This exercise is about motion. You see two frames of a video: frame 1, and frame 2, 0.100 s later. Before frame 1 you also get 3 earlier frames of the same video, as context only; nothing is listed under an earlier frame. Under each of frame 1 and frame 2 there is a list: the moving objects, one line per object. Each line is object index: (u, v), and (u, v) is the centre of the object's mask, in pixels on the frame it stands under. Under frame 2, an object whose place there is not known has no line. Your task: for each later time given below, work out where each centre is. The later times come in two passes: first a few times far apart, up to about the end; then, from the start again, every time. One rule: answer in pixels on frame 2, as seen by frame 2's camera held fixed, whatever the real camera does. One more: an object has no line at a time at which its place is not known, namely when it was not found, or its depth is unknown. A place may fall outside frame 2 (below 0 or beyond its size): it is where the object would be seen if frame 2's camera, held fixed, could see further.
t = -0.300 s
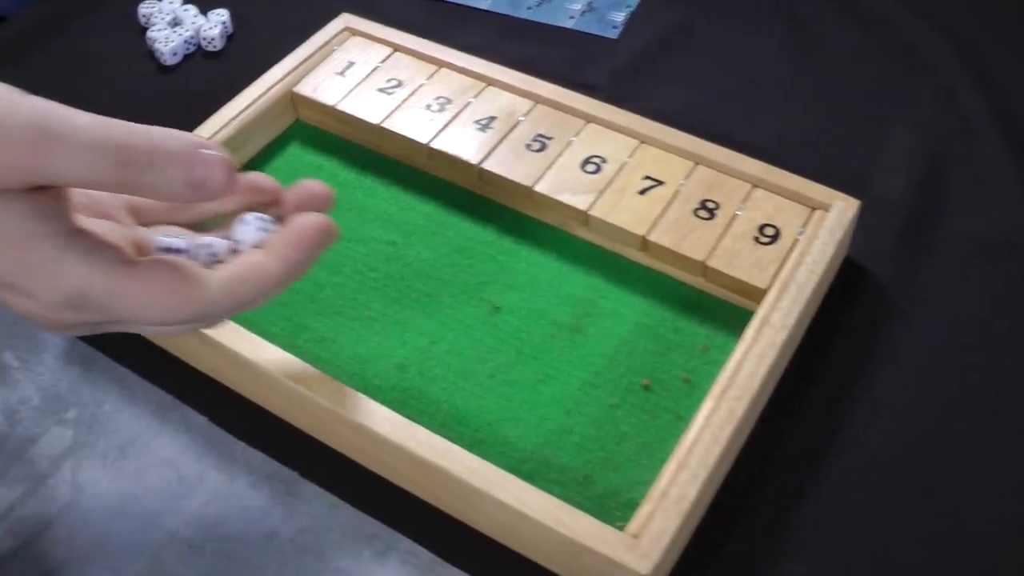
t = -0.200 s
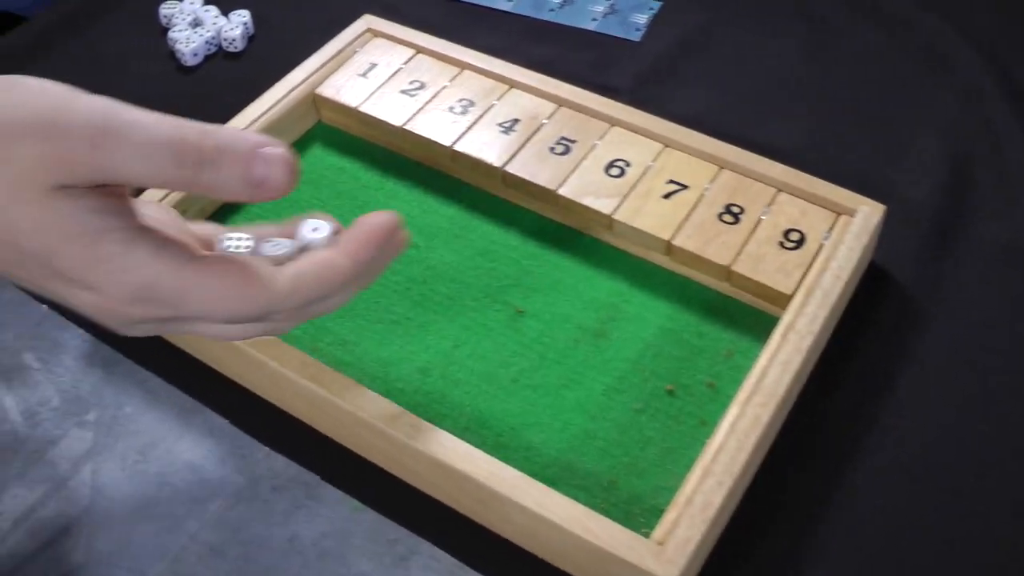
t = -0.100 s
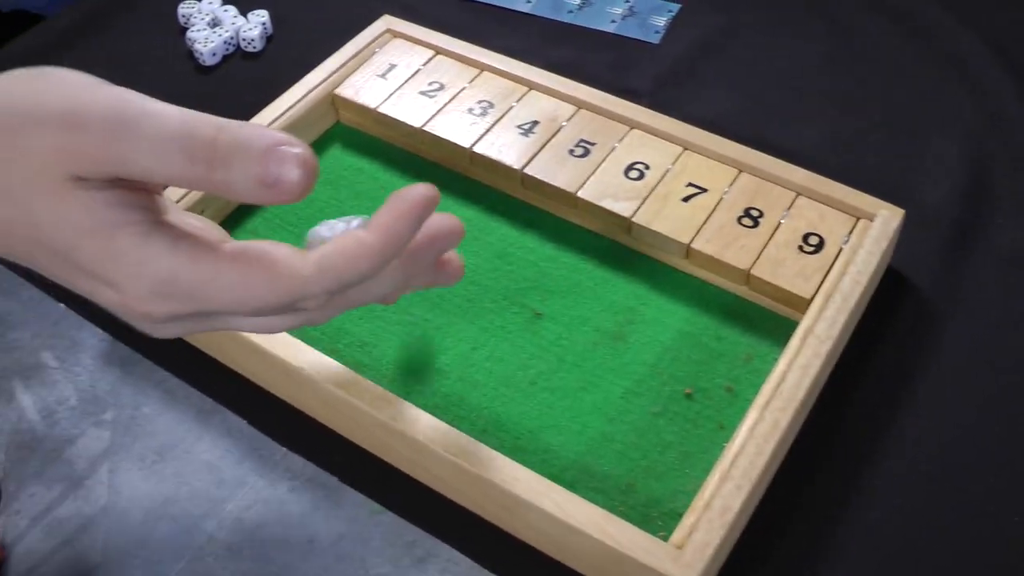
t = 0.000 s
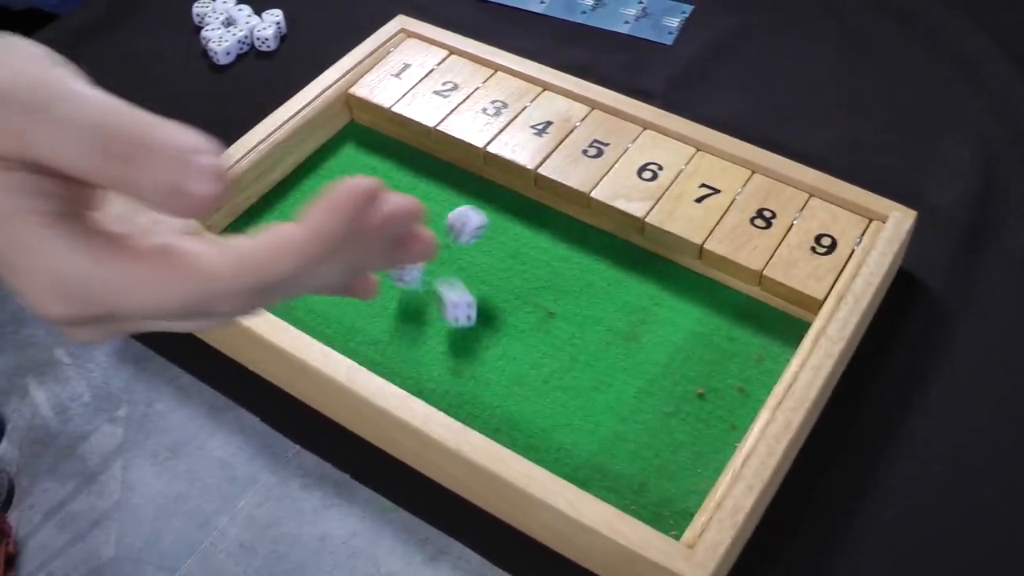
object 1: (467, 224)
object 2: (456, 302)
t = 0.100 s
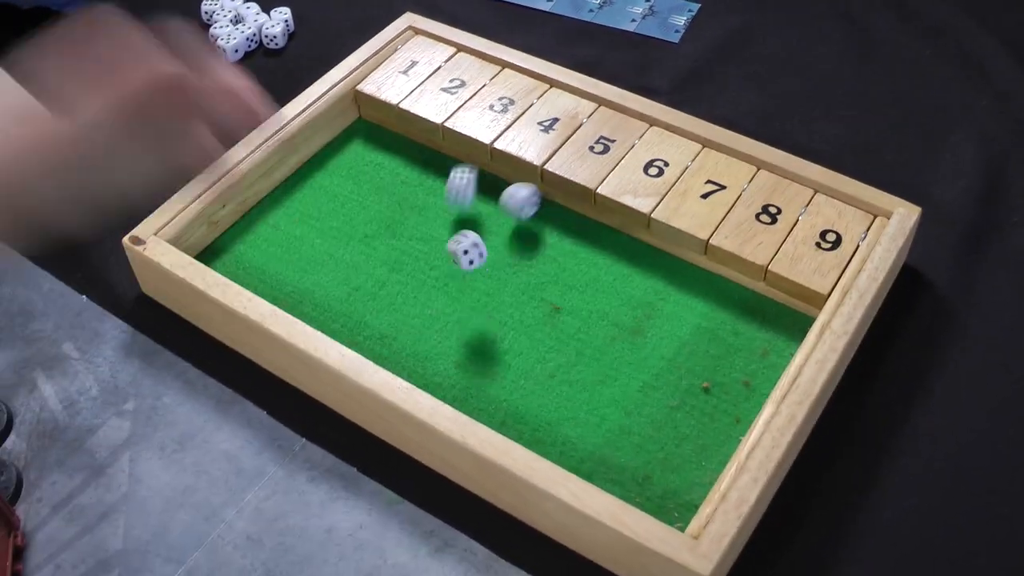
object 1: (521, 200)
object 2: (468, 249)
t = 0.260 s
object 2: (512, 262)
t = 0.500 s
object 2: (565, 249)
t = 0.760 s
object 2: (577, 258)
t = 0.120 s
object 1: (528, 197)
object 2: (469, 257)
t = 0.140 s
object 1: (530, 198)
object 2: (472, 271)
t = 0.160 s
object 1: (525, 200)
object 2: (478, 269)
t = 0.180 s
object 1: (522, 202)
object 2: (485, 264)
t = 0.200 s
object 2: (492, 264)
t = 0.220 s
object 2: (501, 267)
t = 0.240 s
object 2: (506, 263)
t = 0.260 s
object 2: (512, 262)
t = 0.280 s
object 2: (519, 263)
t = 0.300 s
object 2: (525, 263)
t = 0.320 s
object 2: (531, 262)
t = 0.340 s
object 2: (537, 262)
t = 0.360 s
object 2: (544, 261)
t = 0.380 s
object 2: (548, 259)
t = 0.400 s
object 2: (552, 257)
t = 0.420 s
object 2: (555, 256)
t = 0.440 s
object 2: (557, 254)
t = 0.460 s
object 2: (559, 253)
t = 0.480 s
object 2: (562, 251)
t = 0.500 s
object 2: (565, 249)
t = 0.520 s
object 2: (568, 248)
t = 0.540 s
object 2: (572, 249)
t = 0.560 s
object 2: (576, 251)
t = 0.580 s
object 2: (579, 253)
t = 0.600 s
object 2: (580, 256)
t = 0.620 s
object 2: (577, 258)
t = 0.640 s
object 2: (575, 259)
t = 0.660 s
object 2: (576, 258)
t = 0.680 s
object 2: (578, 258)
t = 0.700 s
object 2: (578, 258)
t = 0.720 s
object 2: (577, 258)
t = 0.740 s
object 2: (577, 258)
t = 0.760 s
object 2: (577, 258)
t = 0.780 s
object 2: (577, 258)
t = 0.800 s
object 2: (577, 258)
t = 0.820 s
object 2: (577, 258)
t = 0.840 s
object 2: (577, 258)
